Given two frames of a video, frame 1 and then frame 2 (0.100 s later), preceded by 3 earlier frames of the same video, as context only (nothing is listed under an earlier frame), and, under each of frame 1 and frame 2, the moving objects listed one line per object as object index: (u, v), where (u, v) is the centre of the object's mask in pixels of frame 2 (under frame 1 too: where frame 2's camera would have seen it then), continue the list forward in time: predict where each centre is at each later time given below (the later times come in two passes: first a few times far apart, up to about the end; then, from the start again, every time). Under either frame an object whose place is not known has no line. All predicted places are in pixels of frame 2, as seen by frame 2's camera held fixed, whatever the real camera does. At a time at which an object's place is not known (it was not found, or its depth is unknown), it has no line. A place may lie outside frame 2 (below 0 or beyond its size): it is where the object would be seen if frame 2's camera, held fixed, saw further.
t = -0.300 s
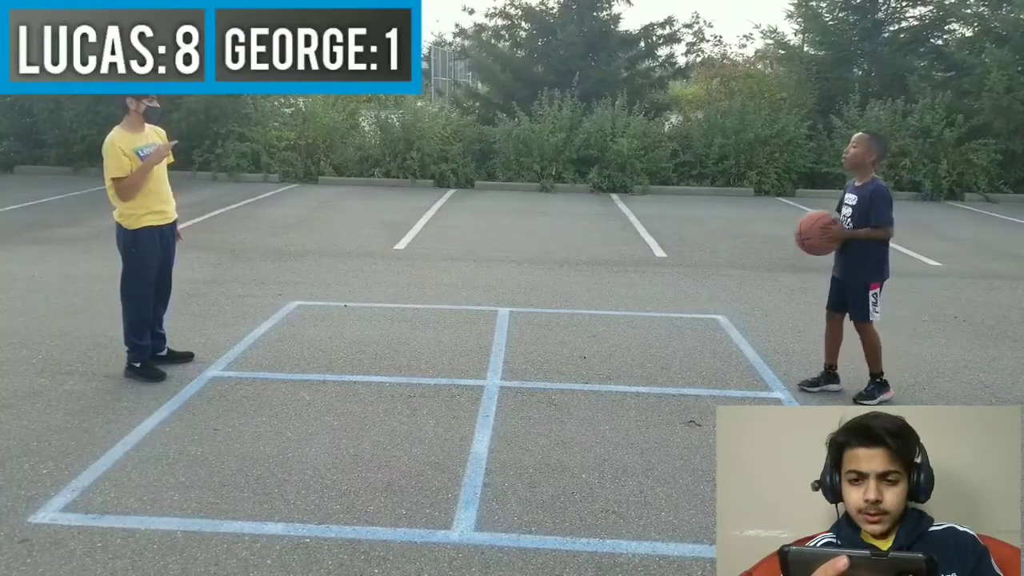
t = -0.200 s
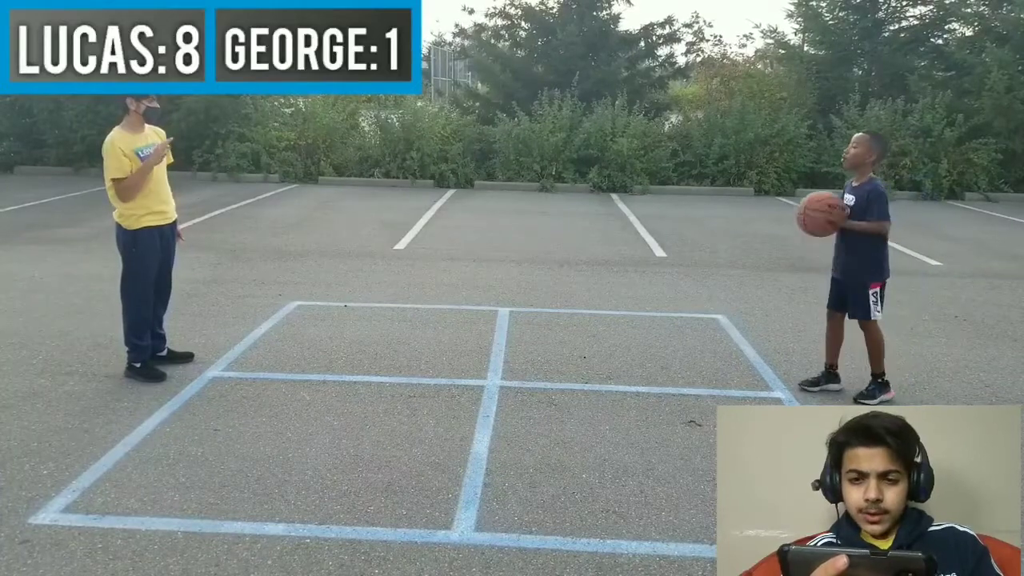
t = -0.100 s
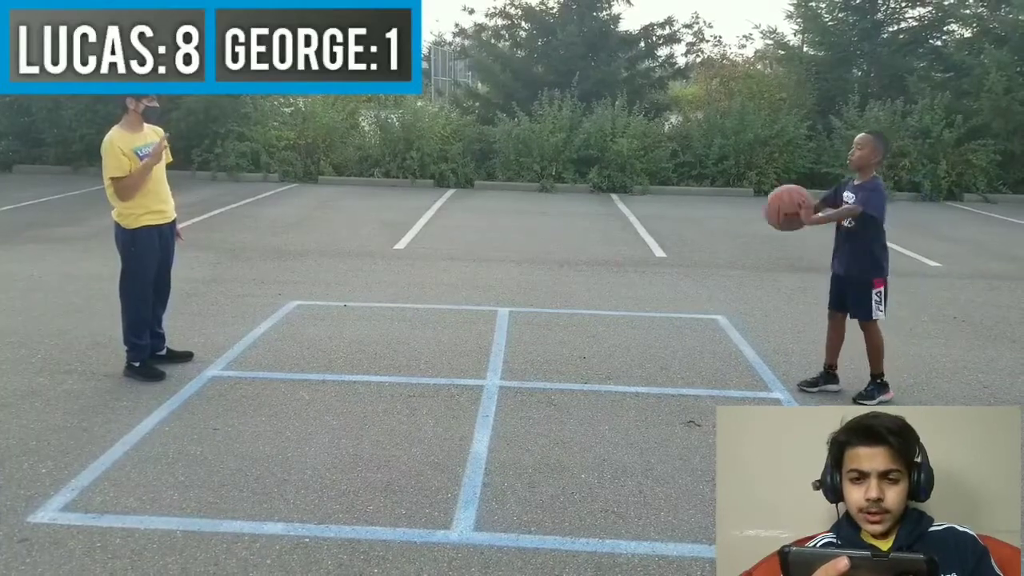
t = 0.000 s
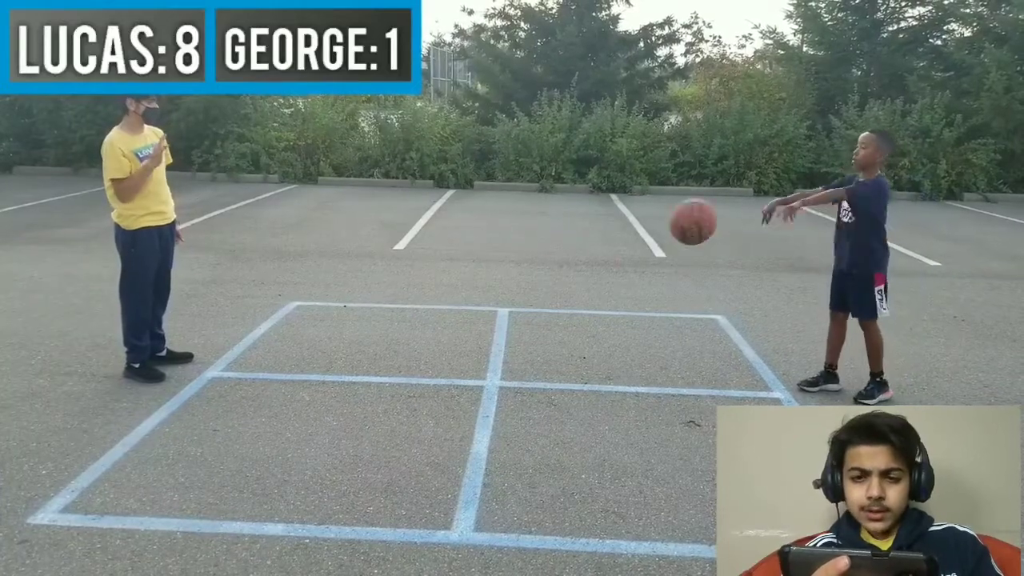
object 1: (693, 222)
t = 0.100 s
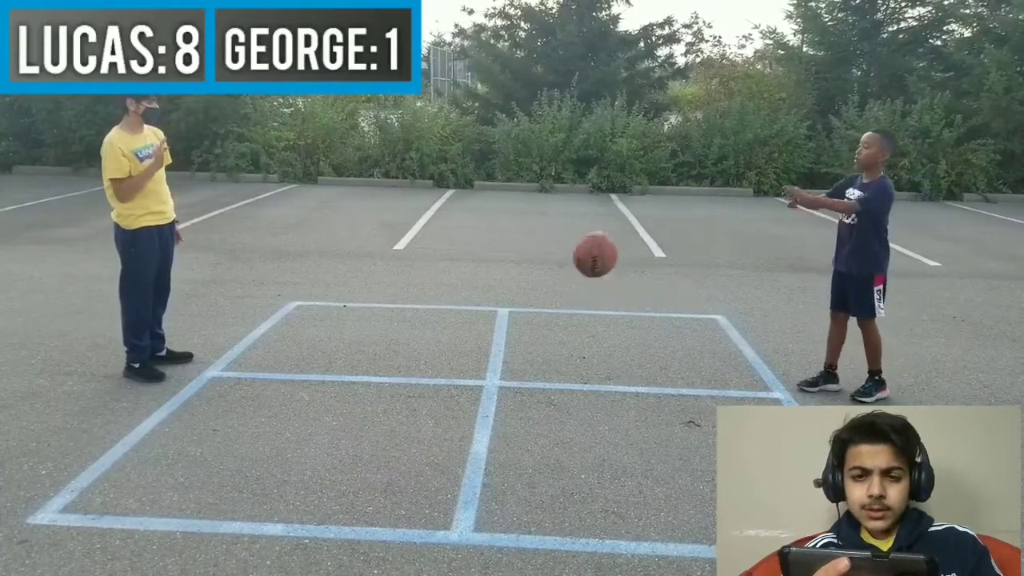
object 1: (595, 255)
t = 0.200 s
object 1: (501, 305)
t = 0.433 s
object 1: (352, 288)
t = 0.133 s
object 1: (563, 270)
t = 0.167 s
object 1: (532, 286)
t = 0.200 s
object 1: (501, 305)
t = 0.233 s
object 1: (470, 325)
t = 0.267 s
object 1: (441, 347)
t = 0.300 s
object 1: (417, 356)
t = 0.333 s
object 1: (401, 337)
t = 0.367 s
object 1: (385, 319)
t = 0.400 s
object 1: (368, 303)
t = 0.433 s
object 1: (352, 288)
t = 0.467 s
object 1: (336, 276)
